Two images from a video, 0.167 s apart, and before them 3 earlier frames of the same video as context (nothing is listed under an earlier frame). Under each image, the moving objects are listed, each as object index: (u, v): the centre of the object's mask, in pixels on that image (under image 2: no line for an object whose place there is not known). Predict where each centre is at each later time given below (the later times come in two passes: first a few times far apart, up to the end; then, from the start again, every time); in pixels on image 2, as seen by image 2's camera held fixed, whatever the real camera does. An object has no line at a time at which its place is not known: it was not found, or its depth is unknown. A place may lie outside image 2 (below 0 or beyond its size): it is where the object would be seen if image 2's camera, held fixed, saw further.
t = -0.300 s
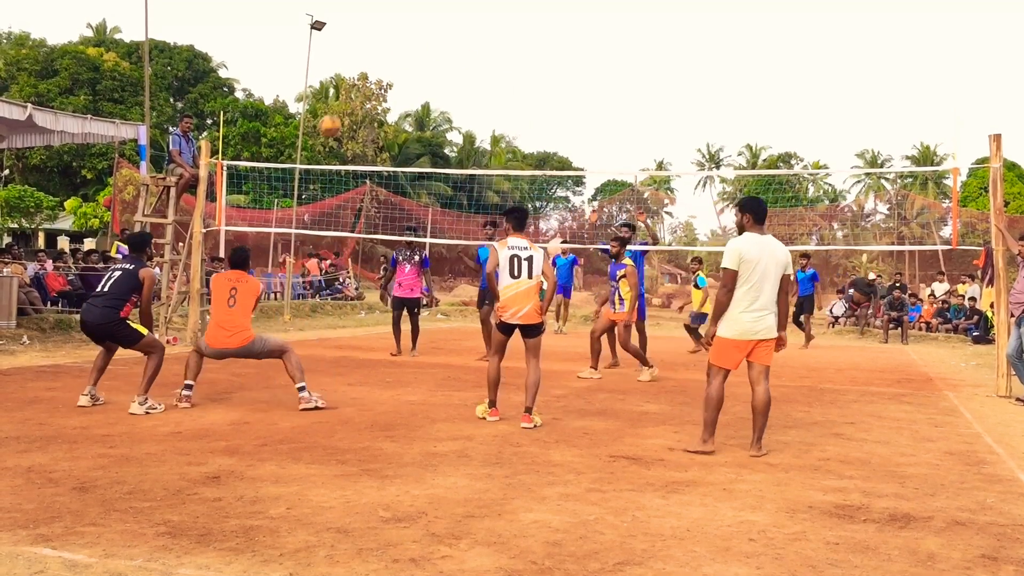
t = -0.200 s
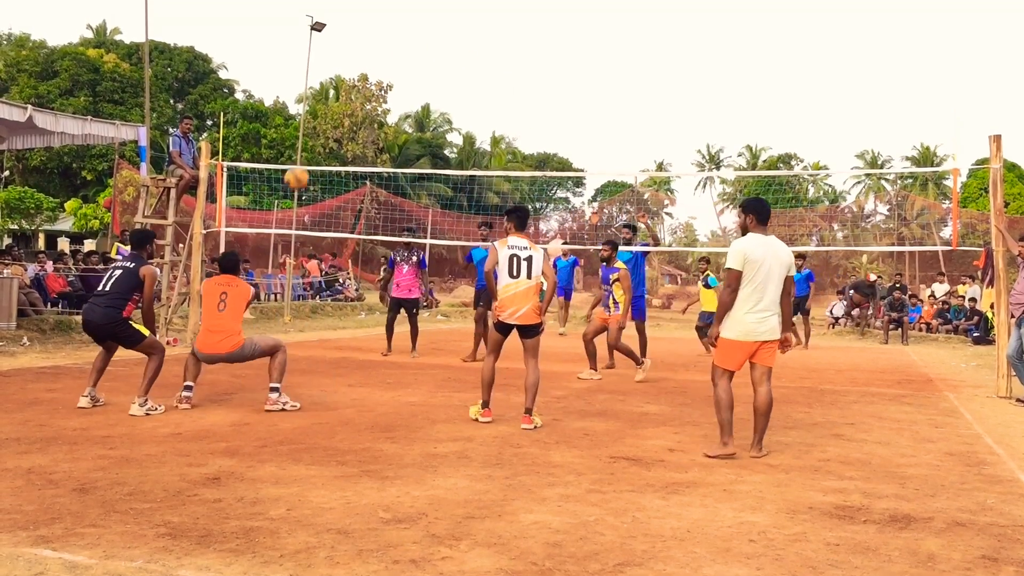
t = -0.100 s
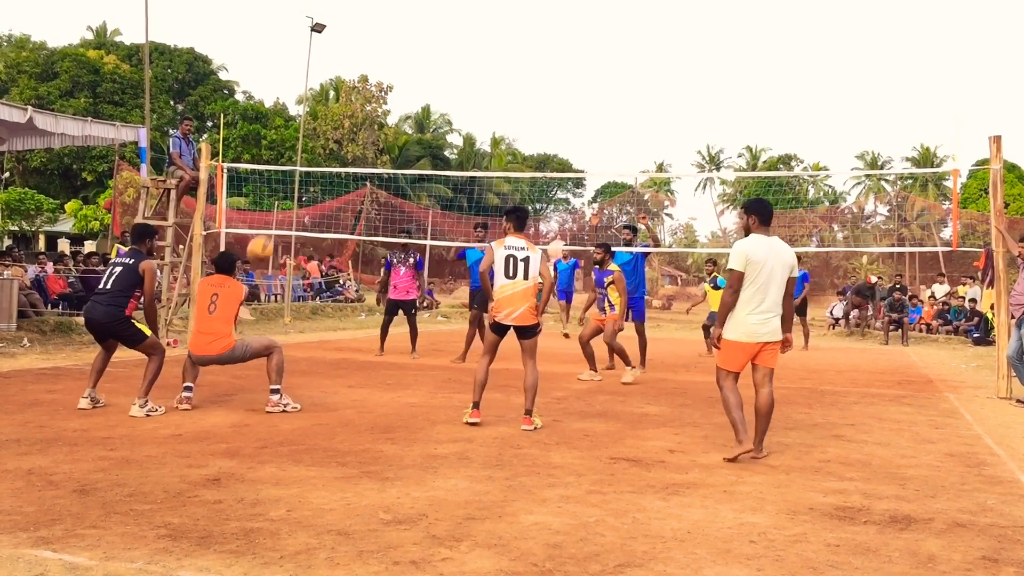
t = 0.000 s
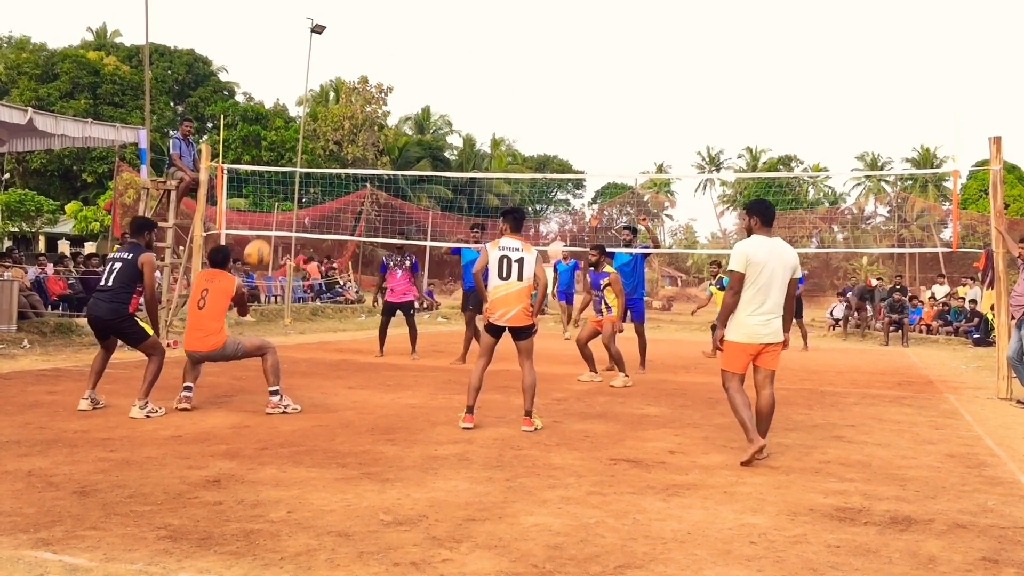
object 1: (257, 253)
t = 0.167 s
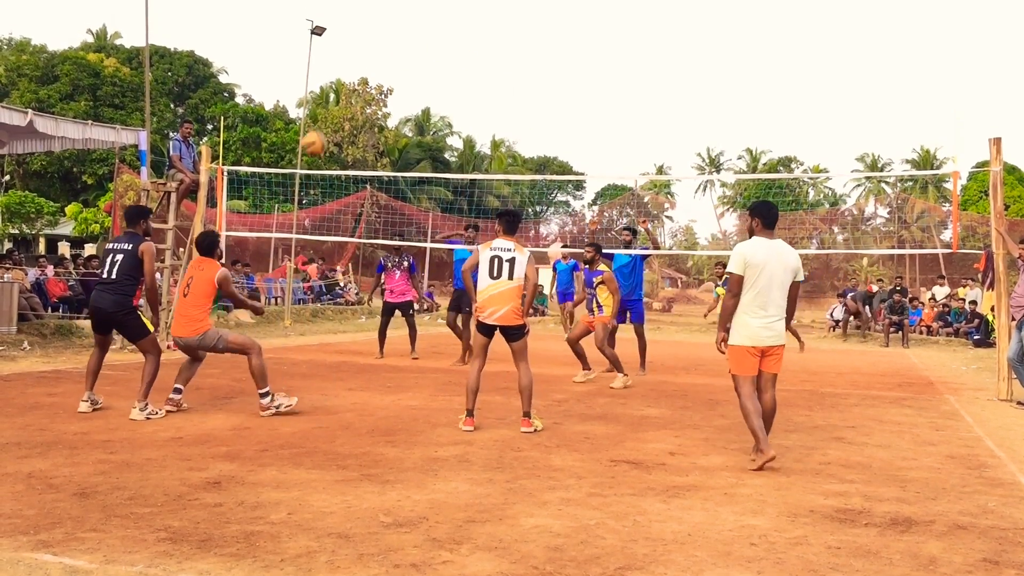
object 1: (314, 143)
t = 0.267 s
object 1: (345, 97)
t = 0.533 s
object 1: (415, 32)
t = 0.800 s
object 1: (474, 45)
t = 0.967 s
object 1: (506, 85)
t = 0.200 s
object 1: (324, 126)
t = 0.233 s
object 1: (336, 111)
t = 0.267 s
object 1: (345, 97)
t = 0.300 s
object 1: (355, 84)
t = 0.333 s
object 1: (364, 73)
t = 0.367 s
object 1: (373, 63)
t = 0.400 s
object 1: (382, 54)
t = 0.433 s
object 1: (390, 46)
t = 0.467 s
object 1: (399, 40)
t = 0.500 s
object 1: (407, 35)
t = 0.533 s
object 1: (415, 32)
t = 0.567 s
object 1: (423, 30)
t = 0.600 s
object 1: (431, 28)
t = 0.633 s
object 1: (438, 29)
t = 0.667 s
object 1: (446, 30)
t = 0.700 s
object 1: (453, 32)
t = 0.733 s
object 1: (460, 35)
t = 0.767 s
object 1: (467, 40)
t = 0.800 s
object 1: (474, 45)
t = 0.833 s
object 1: (481, 51)
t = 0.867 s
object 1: (487, 59)
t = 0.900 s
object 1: (494, 66)
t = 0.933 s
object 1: (500, 75)
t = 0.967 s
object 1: (506, 85)
